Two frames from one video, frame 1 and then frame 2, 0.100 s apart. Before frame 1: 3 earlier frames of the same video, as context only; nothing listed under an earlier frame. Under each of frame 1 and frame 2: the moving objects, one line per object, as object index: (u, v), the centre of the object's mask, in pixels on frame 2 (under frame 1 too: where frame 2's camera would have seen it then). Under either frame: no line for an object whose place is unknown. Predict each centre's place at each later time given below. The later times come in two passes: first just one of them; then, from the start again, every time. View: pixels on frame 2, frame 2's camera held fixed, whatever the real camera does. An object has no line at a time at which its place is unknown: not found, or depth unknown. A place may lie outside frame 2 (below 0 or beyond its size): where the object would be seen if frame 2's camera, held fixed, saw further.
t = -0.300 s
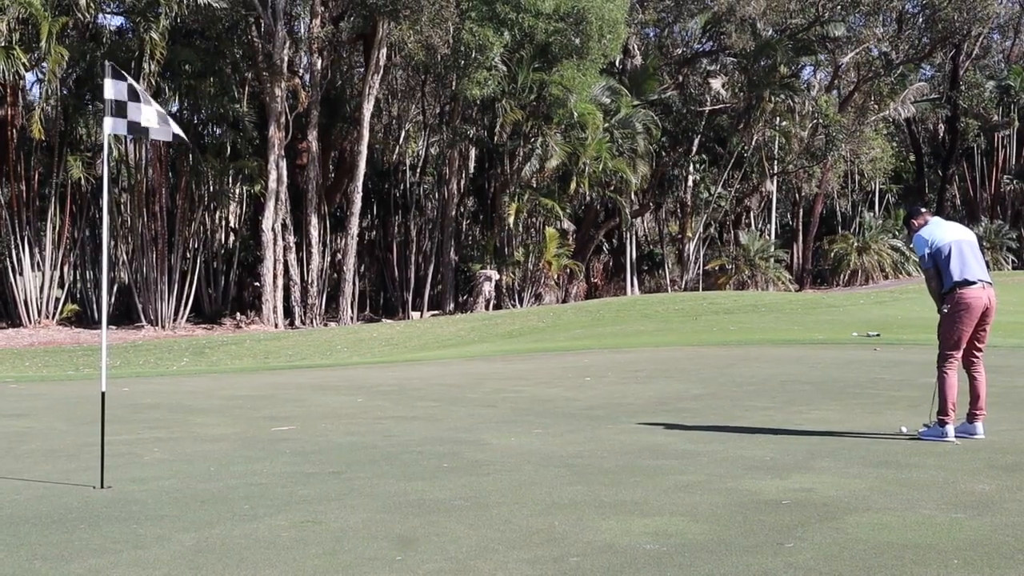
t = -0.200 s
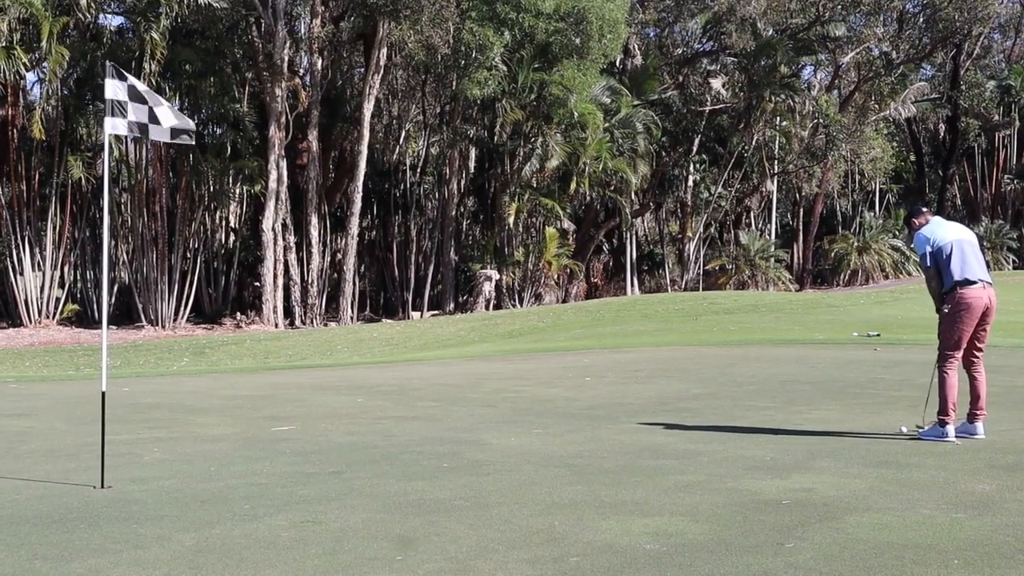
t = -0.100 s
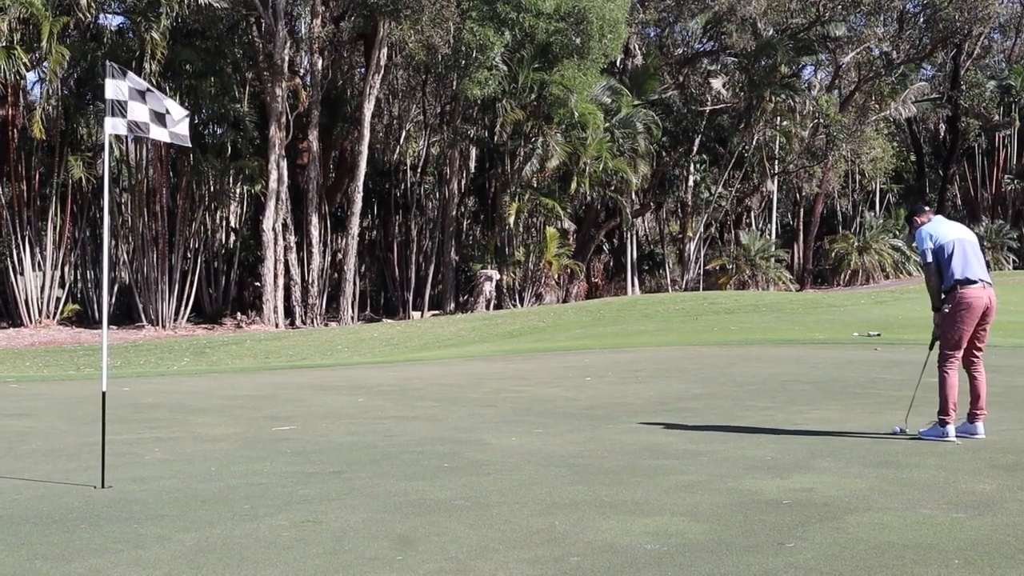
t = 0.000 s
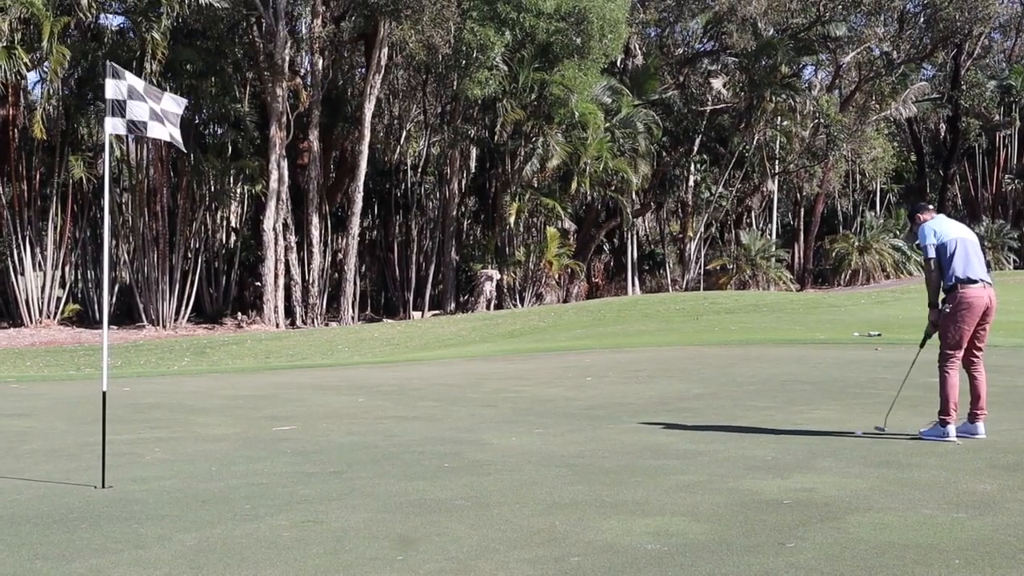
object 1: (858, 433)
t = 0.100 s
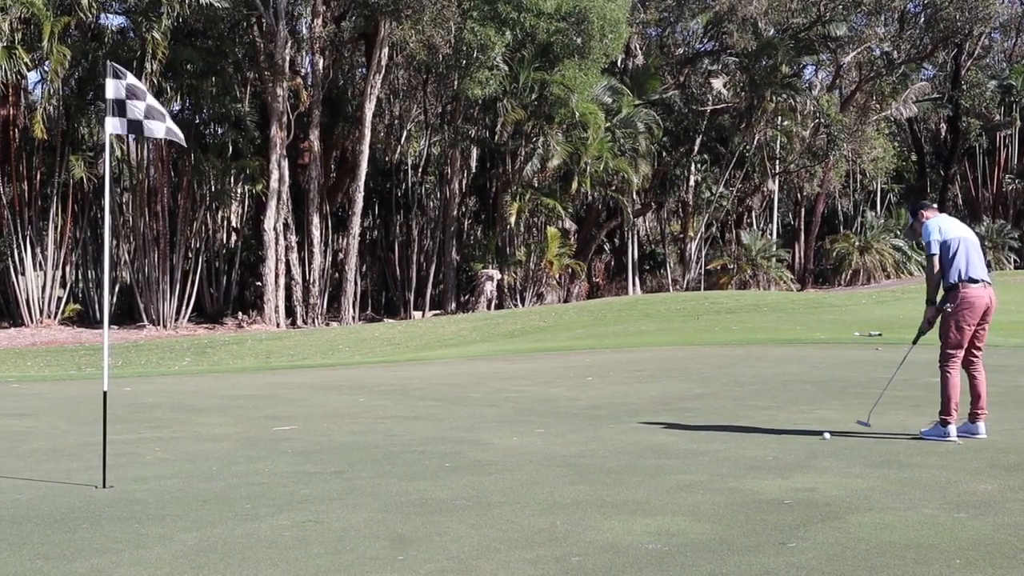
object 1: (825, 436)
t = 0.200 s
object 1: (797, 439)
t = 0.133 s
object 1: (819, 437)
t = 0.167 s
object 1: (807, 438)
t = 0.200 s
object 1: (797, 439)
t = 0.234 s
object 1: (791, 439)
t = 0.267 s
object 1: (780, 440)
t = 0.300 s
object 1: (769, 440)
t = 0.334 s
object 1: (764, 441)
